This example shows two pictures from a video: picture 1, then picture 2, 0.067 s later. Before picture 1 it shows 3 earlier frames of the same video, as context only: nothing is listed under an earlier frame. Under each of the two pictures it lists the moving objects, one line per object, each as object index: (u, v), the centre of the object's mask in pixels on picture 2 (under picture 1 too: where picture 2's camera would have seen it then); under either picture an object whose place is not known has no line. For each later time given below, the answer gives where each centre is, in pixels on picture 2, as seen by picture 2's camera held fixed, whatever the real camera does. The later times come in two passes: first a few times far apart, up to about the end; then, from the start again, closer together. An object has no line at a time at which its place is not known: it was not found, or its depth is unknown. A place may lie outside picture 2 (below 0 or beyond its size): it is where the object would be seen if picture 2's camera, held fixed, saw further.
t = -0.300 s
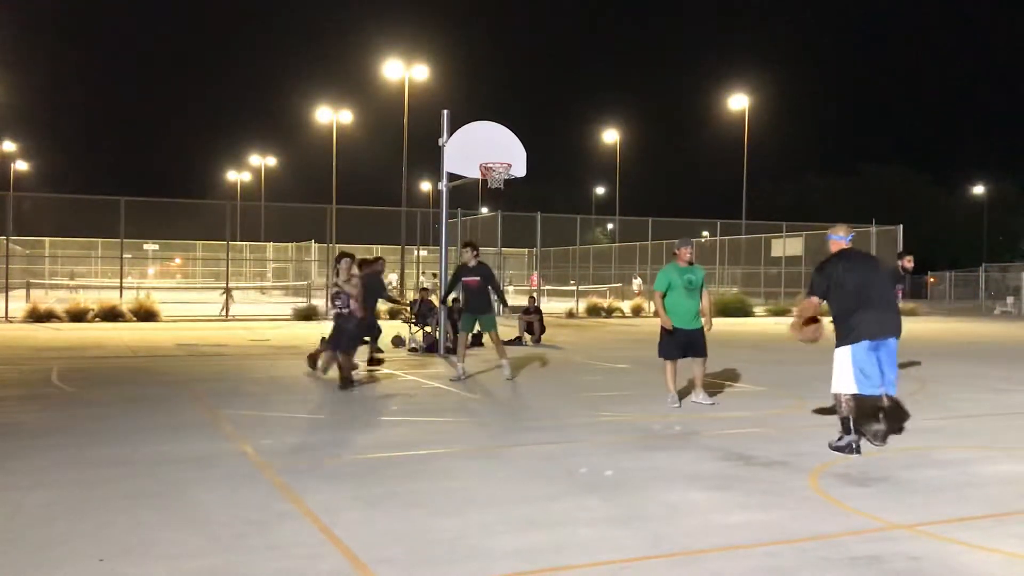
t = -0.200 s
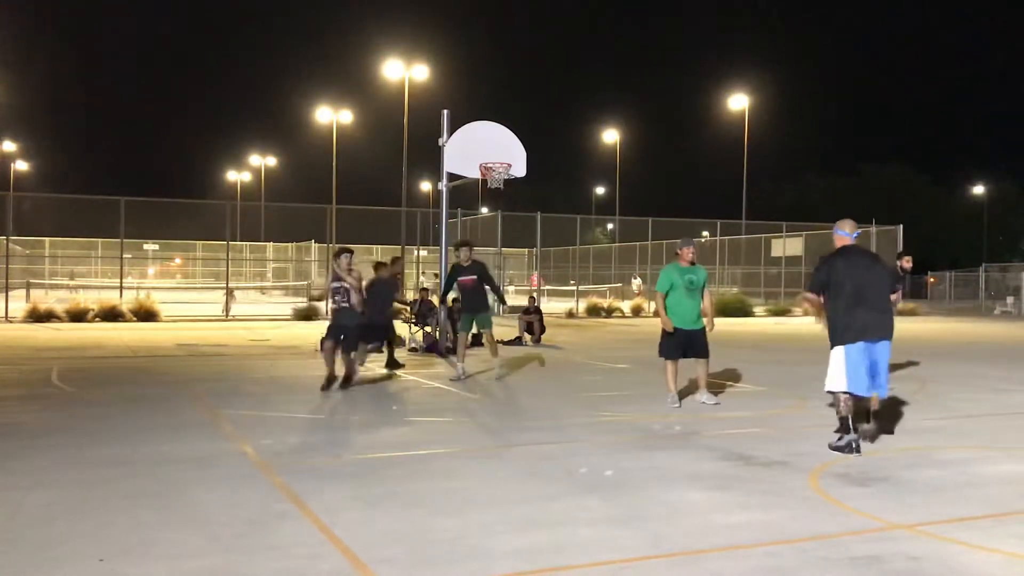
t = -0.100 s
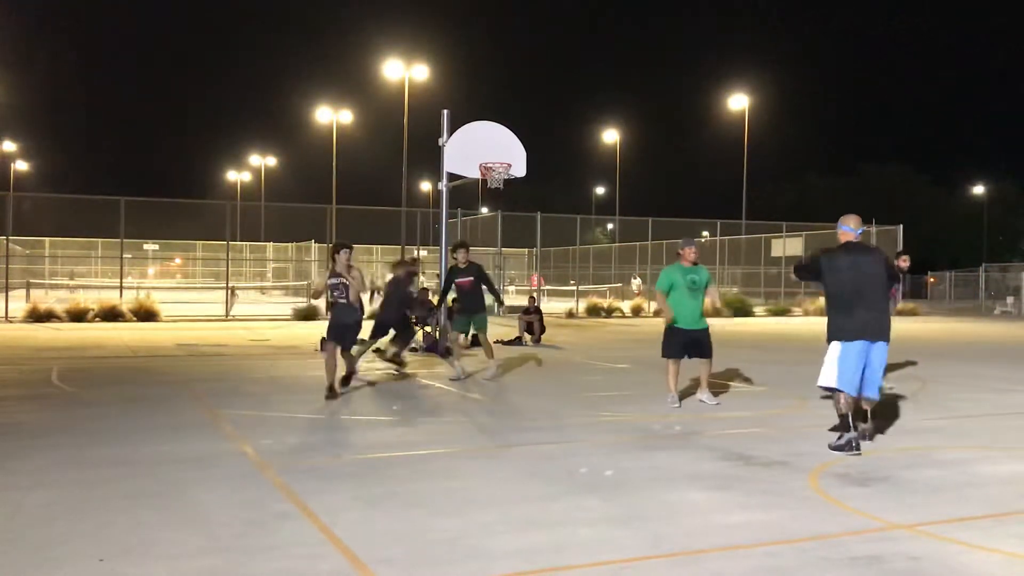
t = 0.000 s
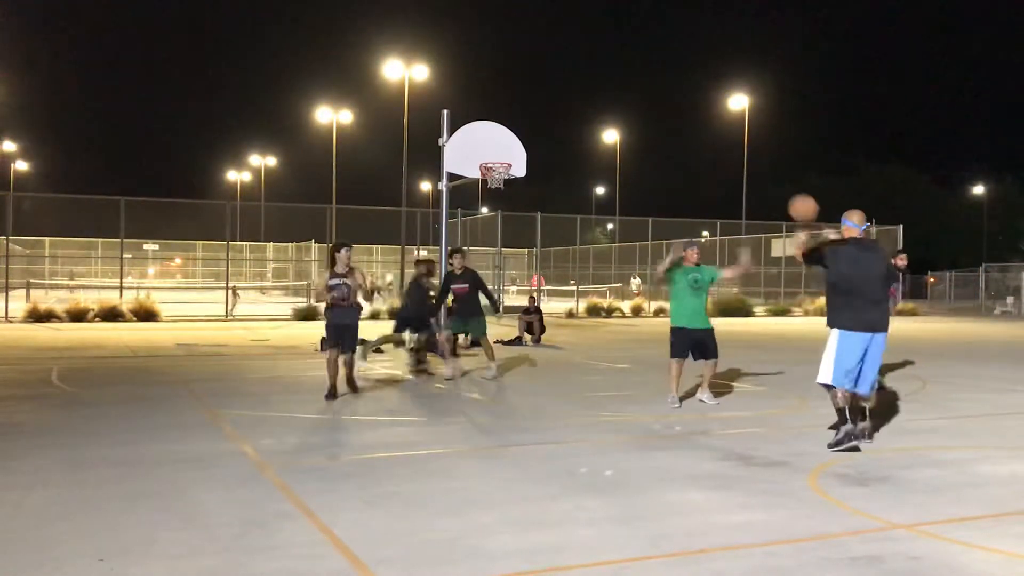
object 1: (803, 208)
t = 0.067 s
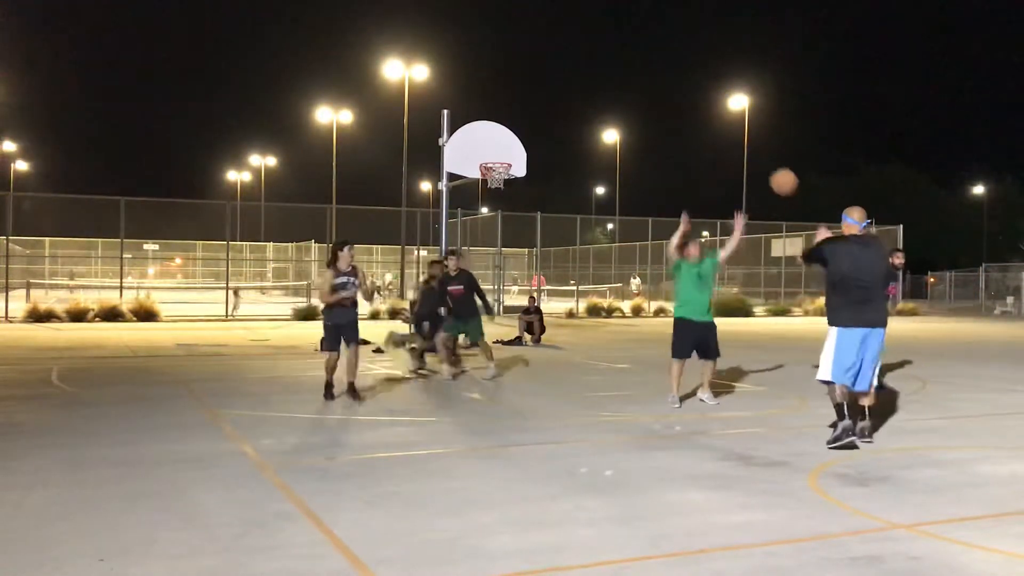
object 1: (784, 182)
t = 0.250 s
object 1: (740, 142)
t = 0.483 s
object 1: (699, 141)
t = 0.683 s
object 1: (672, 171)
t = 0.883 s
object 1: (651, 220)
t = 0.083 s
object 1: (779, 176)
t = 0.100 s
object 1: (775, 172)
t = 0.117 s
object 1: (770, 167)
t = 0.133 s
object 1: (766, 162)
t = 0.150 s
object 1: (763, 158)
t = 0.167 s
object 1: (759, 155)
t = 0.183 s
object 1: (755, 151)
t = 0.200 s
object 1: (751, 148)
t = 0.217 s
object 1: (747, 146)
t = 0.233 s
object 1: (744, 143)
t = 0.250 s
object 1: (740, 142)
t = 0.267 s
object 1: (737, 140)
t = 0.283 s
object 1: (732, 139)
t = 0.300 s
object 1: (730, 138)
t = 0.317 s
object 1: (726, 137)
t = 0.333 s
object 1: (724, 136)
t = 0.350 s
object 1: (721, 136)
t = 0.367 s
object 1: (718, 135)
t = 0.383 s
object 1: (715, 135)
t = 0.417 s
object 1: (710, 137)
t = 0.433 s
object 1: (706, 137)
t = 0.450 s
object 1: (704, 138)
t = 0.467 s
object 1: (701, 139)
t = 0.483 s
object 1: (699, 141)
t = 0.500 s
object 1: (696, 143)
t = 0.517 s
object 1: (694, 144)
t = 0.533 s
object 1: (692, 146)
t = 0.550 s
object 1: (689, 148)
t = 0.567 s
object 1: (687, 151)
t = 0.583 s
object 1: (685, 153)
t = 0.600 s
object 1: (683, 156)
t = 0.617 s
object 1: (681, 158)
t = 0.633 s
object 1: (678, 161)
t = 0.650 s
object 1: (676, 164)
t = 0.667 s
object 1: (675, 168)
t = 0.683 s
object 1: (672, 171)
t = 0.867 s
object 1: (653, 214)
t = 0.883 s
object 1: (651, 220)
